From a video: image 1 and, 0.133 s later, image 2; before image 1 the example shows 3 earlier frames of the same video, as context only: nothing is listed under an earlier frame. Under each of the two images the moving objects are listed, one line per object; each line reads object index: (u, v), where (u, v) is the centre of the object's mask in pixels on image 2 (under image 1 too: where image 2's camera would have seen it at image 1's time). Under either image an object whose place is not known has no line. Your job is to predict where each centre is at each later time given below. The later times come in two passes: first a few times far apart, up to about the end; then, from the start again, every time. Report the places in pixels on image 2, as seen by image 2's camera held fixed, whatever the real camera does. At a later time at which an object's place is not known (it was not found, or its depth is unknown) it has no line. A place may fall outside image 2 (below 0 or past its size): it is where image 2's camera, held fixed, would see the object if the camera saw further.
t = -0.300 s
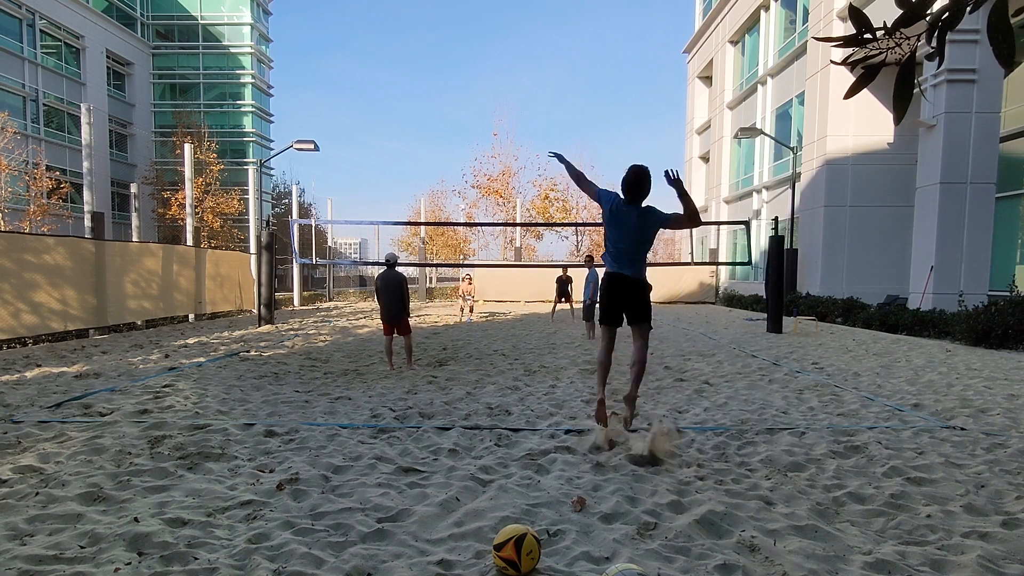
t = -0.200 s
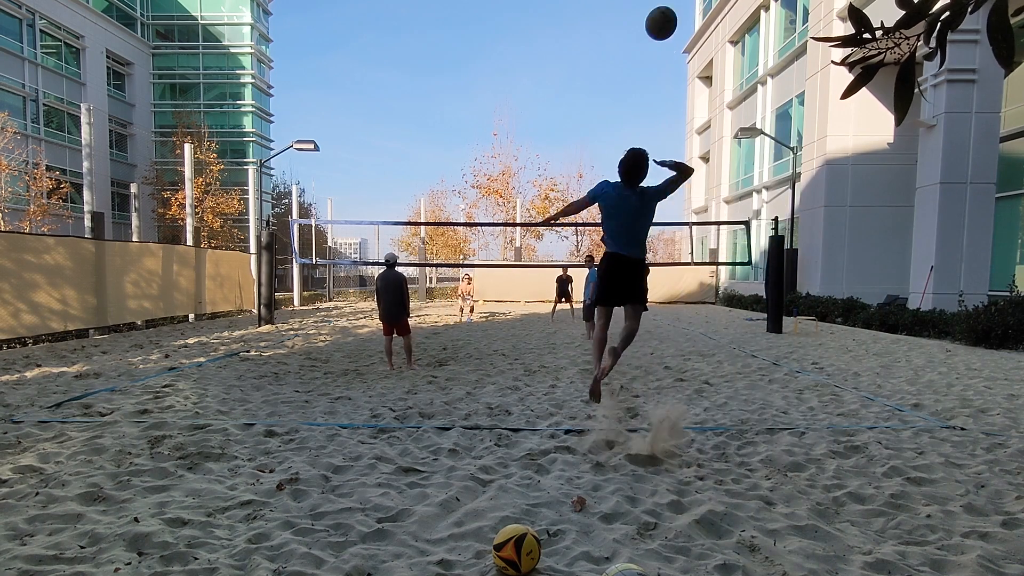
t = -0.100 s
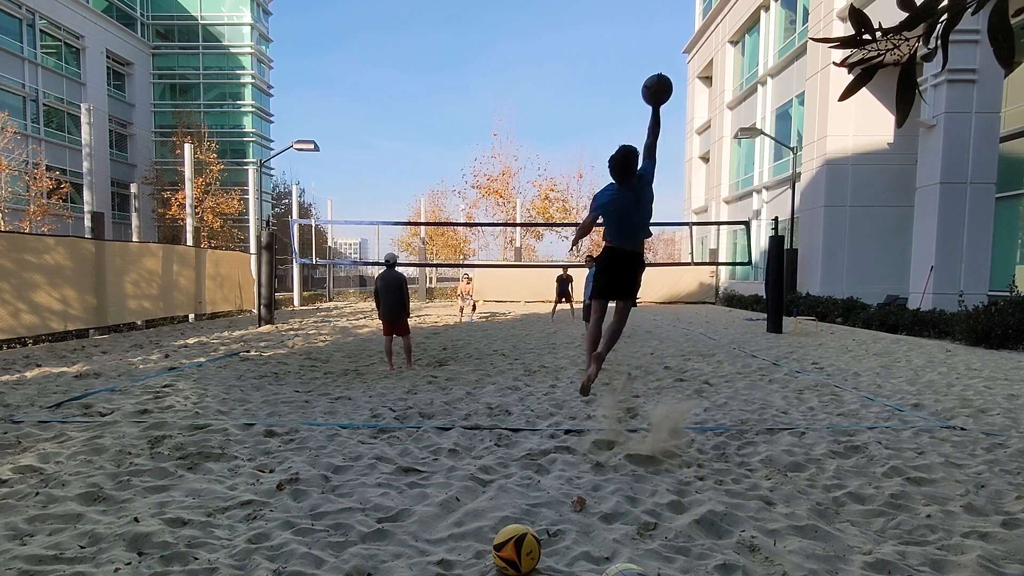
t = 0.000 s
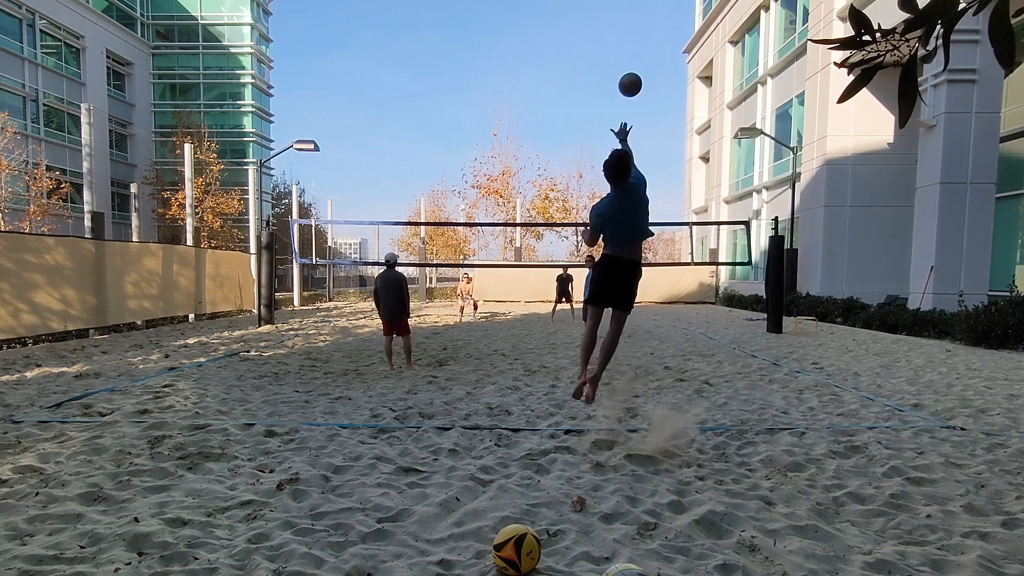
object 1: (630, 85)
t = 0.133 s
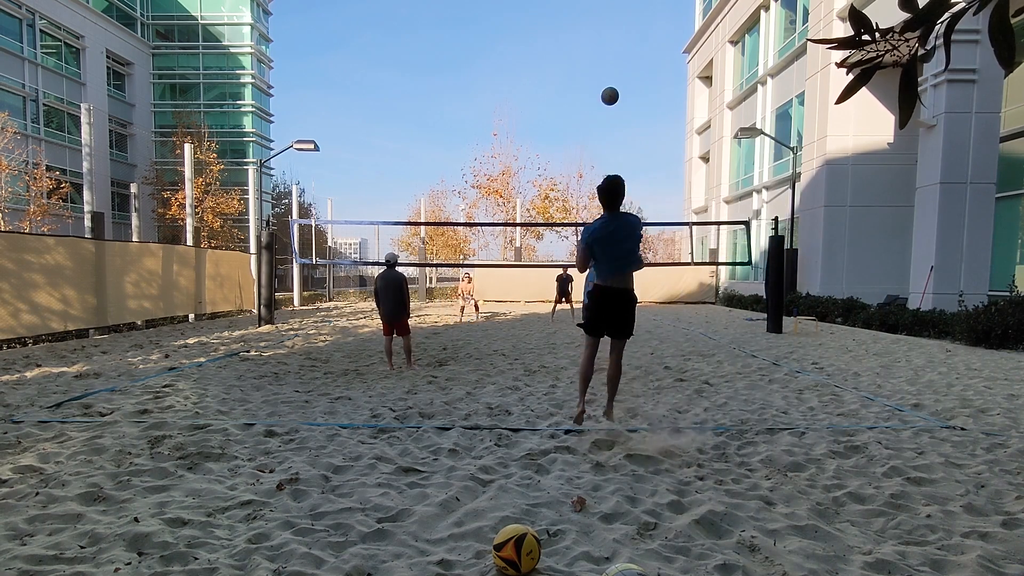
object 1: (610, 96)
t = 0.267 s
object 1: (597, 119)
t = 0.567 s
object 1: (581, 185)
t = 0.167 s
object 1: (606, 101)
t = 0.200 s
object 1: (603, 107)
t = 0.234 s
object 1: (600, 112)
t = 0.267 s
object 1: (597, 119)
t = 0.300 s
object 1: (595, 125)
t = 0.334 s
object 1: (592, 132)
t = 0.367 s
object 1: (590, 139)
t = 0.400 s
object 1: (588, 147)
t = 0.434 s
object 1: (587, 154)
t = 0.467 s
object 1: (585, 162)
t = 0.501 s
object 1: (584, 169)
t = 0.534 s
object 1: (582, 177)
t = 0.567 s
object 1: (581, 185)
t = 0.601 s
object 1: (580, 193)
